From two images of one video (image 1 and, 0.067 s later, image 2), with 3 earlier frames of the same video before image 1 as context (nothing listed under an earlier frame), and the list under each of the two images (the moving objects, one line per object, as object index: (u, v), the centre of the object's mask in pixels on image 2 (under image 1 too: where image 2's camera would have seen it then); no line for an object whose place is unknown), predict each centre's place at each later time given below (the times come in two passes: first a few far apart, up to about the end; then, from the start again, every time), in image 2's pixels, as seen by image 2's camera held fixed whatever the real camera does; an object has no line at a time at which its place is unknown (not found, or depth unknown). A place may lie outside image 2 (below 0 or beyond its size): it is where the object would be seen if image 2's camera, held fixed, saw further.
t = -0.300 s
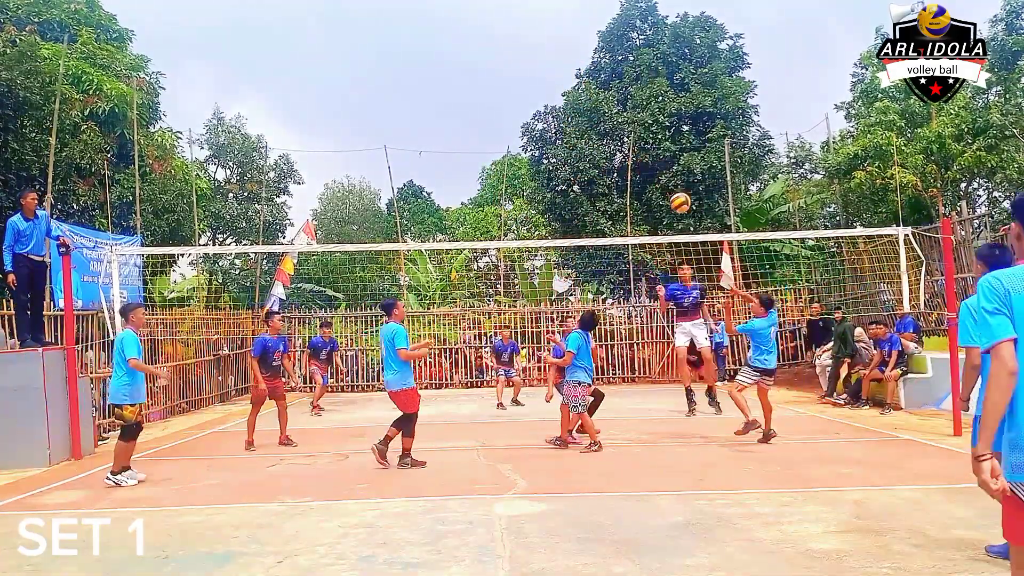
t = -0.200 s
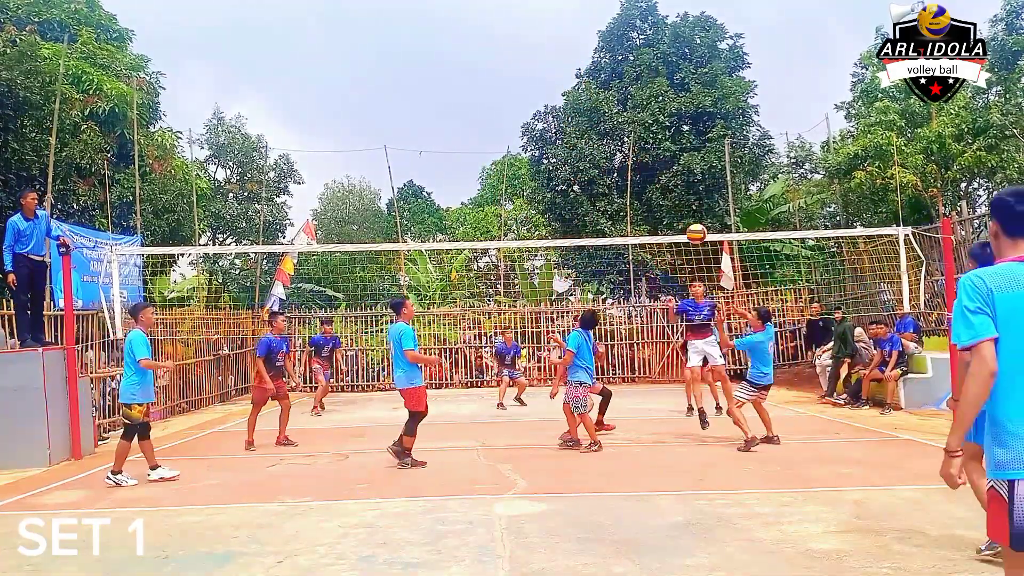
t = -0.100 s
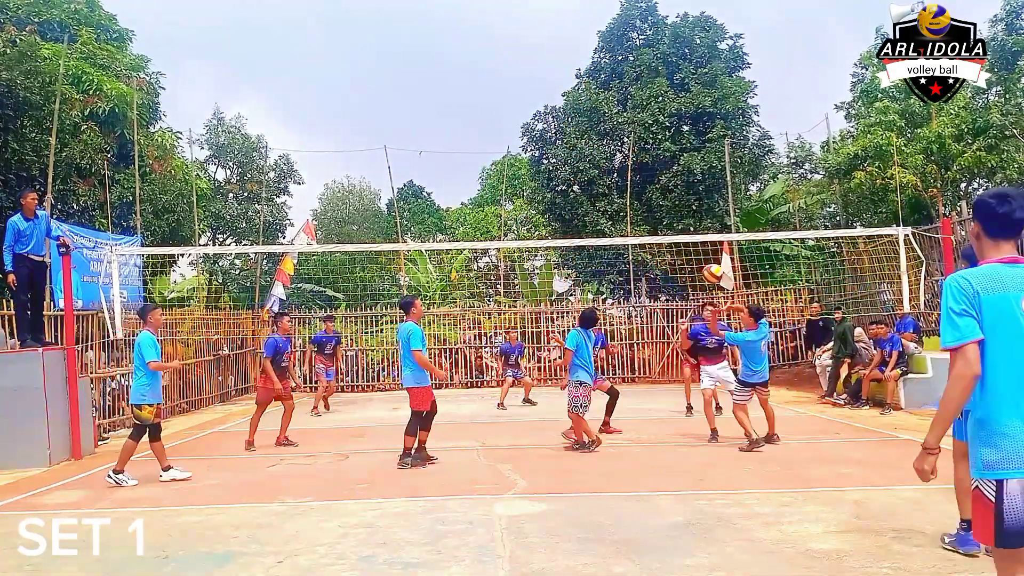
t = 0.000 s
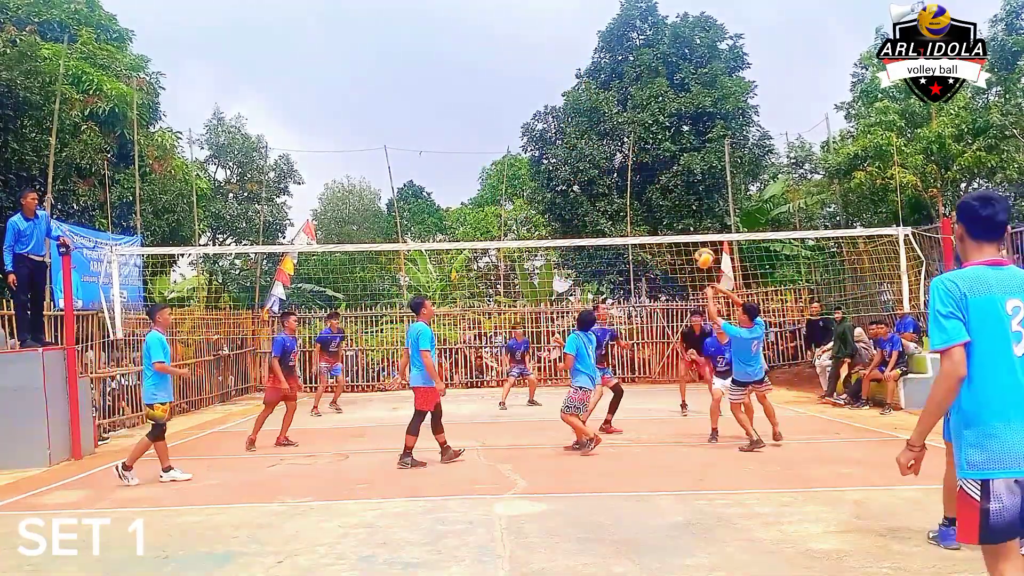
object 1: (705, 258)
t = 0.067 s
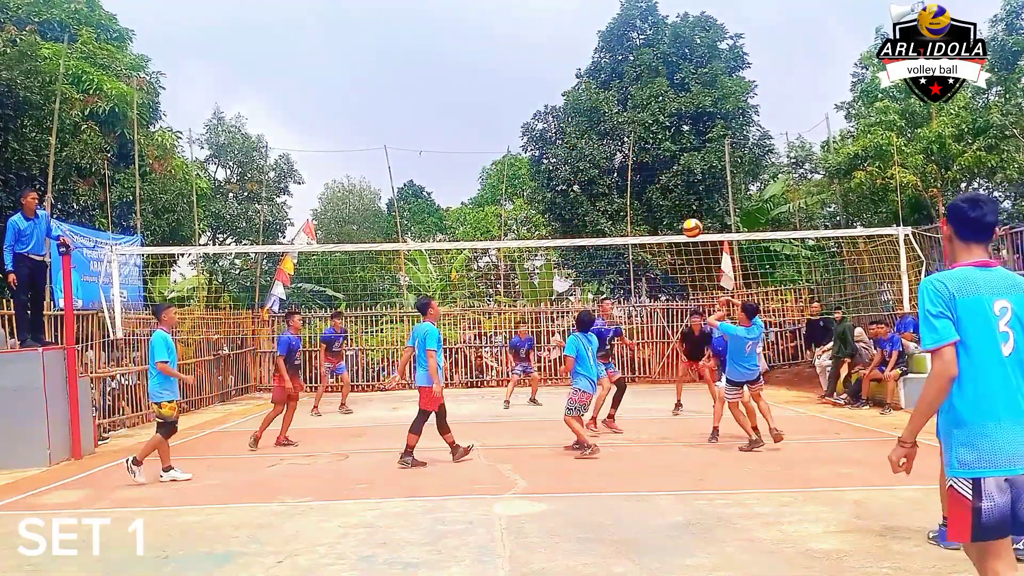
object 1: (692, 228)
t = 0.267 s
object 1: (662, 173)
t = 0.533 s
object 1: (633, 157)
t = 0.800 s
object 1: (612, 188)
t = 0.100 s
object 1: (687, 215)
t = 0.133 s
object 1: (681, 205)
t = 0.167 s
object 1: (676, 195)
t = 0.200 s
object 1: (671, 186)
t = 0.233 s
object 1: (666, 179)
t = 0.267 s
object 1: (662, 173)
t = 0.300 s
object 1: (658, 167)
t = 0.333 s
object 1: (654, 163)
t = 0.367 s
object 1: (650, 160)
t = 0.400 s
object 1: (647, 158)
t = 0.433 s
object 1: (643, 156)
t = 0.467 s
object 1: (640, 156)
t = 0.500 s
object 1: (637, 156)
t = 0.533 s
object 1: (633, 157)
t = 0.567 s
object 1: (630, 158)
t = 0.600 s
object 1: (628, 161)
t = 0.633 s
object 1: (624, 163)
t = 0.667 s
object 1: (622, 168)
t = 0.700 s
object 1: (620, 172)
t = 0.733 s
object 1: (617, 177)
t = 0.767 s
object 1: (614, 182)
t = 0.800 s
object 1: (612, 188)
